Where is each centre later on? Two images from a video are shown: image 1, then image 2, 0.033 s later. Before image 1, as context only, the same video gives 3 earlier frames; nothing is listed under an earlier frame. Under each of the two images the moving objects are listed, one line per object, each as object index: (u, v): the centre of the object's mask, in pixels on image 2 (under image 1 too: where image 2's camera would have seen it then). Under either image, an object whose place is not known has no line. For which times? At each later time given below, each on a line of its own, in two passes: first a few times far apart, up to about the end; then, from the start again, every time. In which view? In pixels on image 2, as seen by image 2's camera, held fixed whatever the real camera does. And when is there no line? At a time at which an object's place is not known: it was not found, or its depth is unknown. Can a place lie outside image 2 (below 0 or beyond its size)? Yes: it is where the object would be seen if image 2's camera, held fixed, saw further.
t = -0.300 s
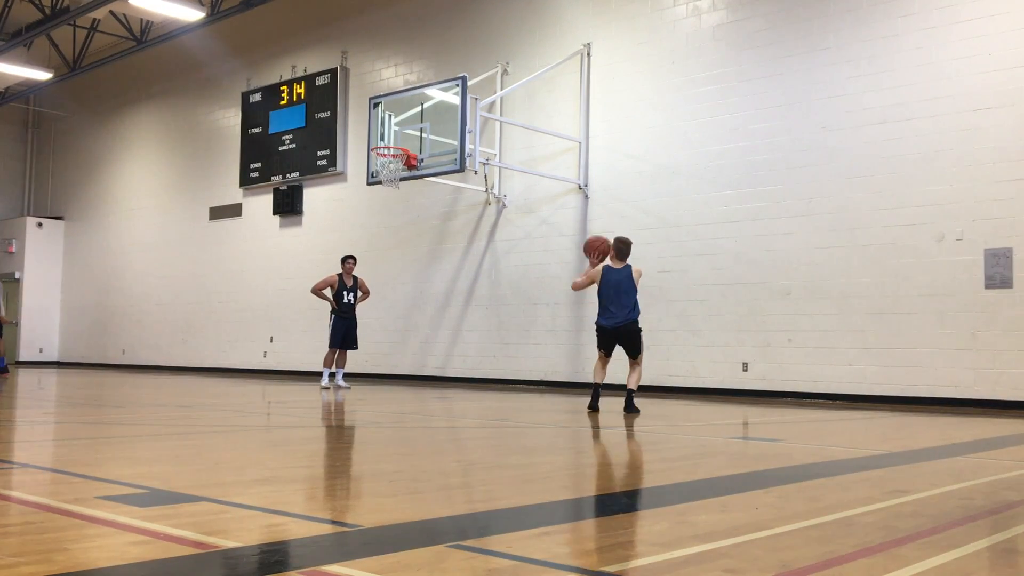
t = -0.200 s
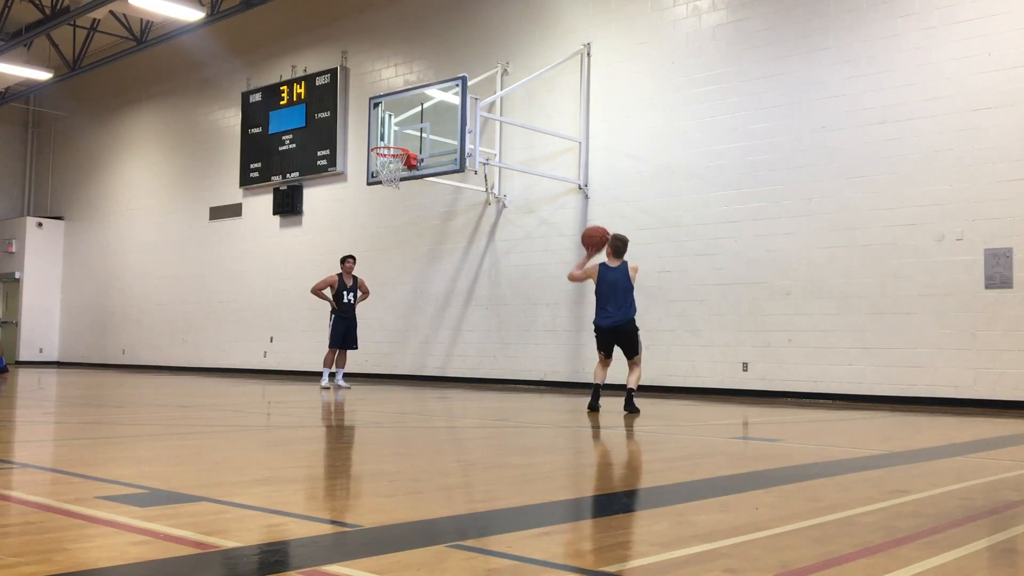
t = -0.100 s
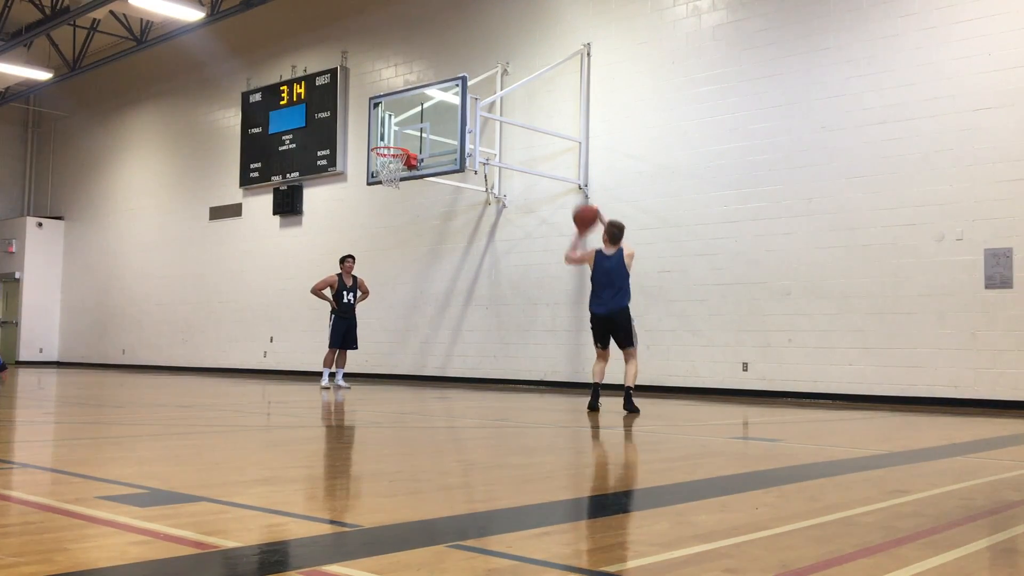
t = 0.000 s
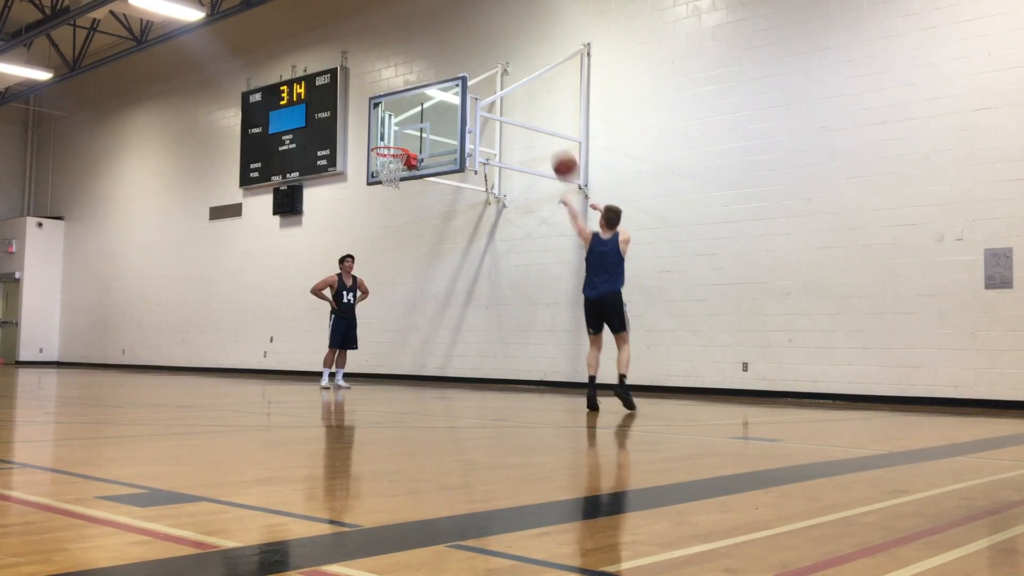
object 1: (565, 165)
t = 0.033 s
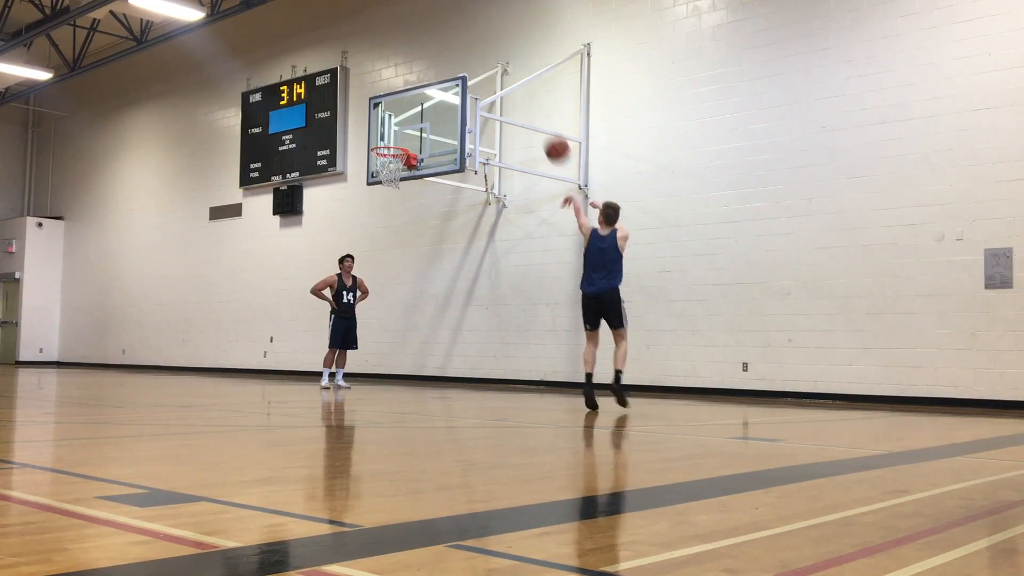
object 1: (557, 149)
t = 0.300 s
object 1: (498, 66)
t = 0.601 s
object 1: (445, 59)
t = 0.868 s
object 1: (405, 112)
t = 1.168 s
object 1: (384, 175)
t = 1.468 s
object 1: (388, 222)
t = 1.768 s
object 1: (390, 340)
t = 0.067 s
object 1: (549, 133)
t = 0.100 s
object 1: (541, 119)
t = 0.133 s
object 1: (533, 107)
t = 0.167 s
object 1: (526, 96)
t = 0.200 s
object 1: (519, 87)
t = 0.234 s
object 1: (512, 78)
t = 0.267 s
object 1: (505, 71)
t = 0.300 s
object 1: (498, 66)
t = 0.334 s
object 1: (492, 61)
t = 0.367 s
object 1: (486, 57)
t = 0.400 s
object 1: (479, 54)
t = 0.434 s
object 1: (473, 53)
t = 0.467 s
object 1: (467, 52)
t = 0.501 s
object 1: (461, 52)
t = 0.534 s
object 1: (456, 54)
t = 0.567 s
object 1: (450, 56)
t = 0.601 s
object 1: (445, 59)
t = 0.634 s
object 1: (440, 63)
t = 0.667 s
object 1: (435, 67)
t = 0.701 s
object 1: (429, 73)
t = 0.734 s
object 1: (424, 79)
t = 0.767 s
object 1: (419, 86)
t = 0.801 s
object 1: (414, 94)
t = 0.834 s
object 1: (409, 102)
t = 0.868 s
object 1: (405, 112)
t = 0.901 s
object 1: (400, 122)
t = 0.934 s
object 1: (395, 133)
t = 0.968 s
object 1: (391, 141)
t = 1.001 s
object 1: (385, 156)
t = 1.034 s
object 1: (384, 165)
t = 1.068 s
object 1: (383, 172)
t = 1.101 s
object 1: (383, 173)
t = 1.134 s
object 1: (383, 174)
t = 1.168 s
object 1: (384, 175)
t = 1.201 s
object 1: (384, 176)
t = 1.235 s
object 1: (385, 179)
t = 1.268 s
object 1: (386, 184)
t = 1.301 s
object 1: (386, 189)
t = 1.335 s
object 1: (386, 193)
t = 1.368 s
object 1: (387, 199)
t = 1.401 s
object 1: (387, 206)
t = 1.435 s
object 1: (387, 214)
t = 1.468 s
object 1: (388, 222)
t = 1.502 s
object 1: (388, 231)
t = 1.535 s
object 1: (388, 242)
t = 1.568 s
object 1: (389, 253)
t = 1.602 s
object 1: (389, 265)
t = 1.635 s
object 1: (389, 278)
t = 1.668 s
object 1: (389, 292)
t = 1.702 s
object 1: (390, 307)
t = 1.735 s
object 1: (390, 323)
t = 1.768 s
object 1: (390, 340)
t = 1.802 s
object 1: (390, 358)
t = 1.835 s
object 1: (390, 376)
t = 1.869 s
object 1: (391, 375)
